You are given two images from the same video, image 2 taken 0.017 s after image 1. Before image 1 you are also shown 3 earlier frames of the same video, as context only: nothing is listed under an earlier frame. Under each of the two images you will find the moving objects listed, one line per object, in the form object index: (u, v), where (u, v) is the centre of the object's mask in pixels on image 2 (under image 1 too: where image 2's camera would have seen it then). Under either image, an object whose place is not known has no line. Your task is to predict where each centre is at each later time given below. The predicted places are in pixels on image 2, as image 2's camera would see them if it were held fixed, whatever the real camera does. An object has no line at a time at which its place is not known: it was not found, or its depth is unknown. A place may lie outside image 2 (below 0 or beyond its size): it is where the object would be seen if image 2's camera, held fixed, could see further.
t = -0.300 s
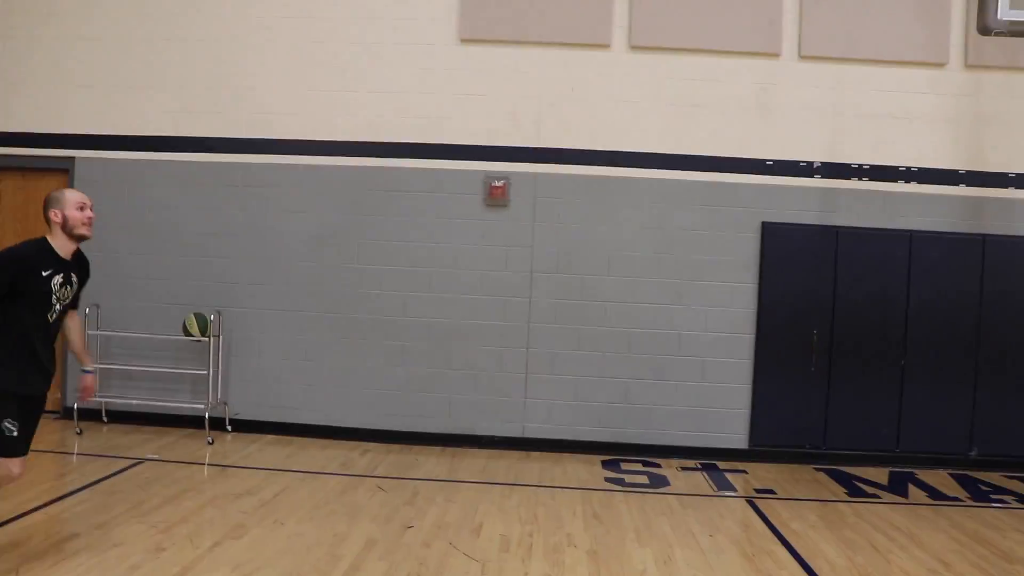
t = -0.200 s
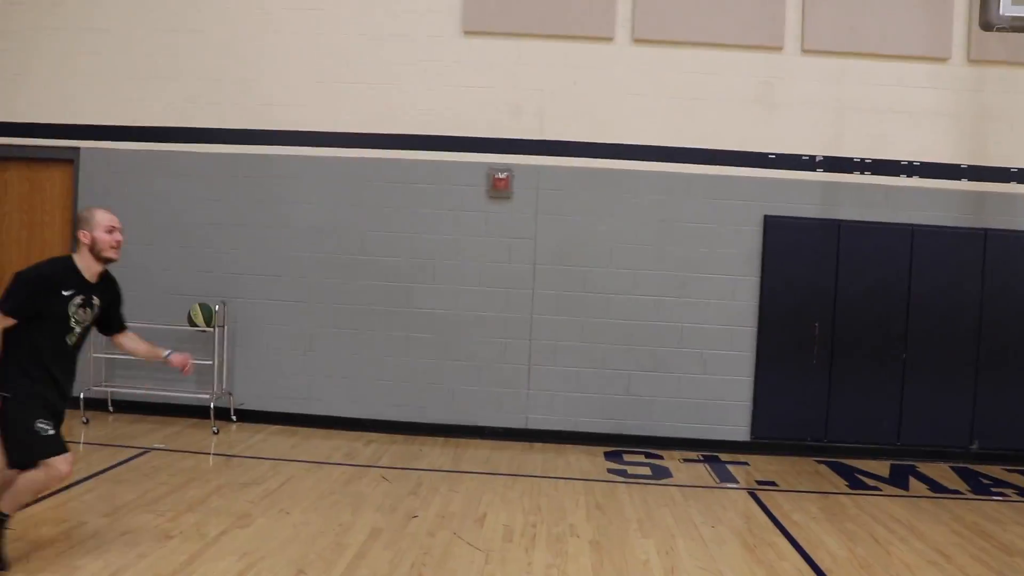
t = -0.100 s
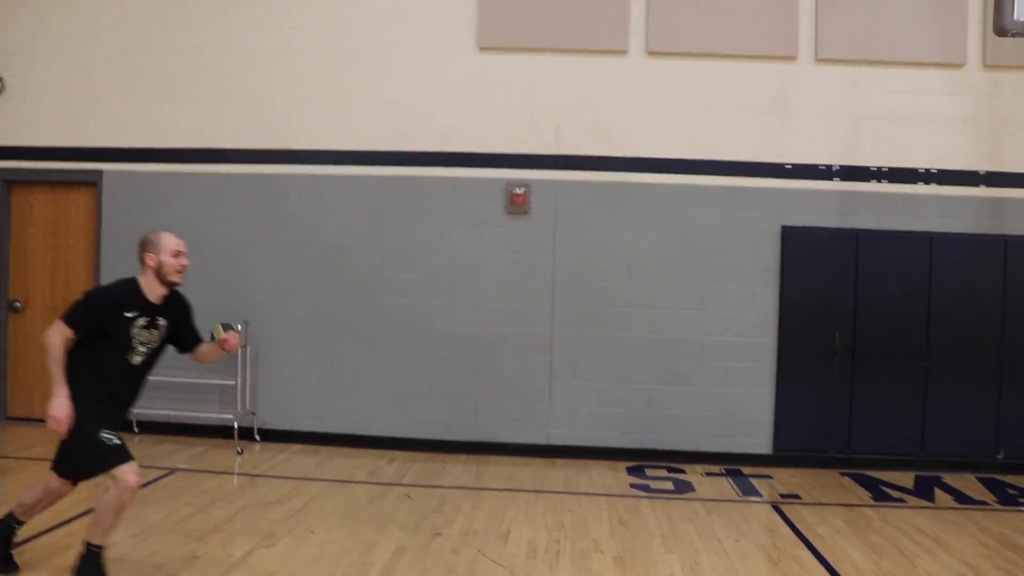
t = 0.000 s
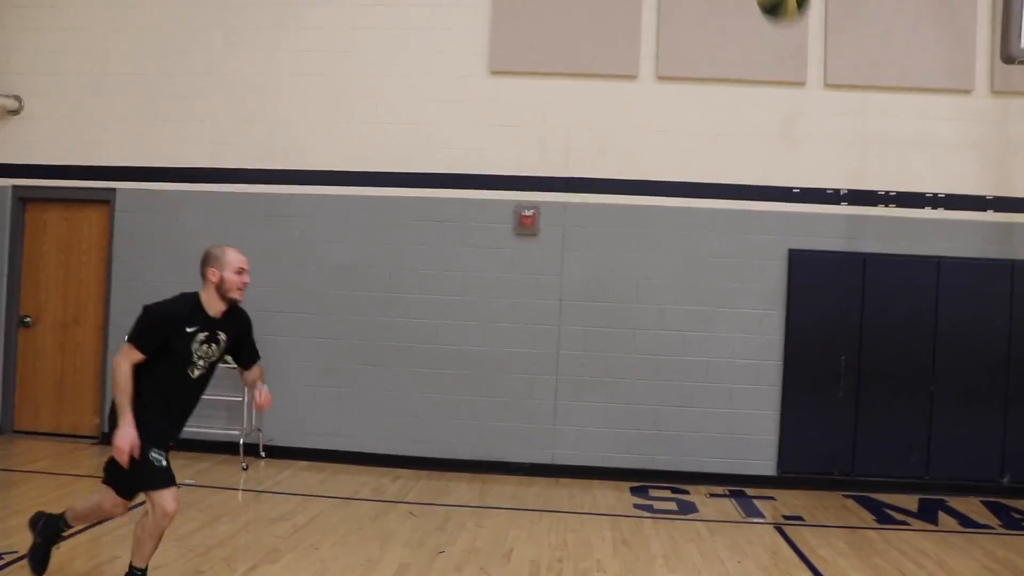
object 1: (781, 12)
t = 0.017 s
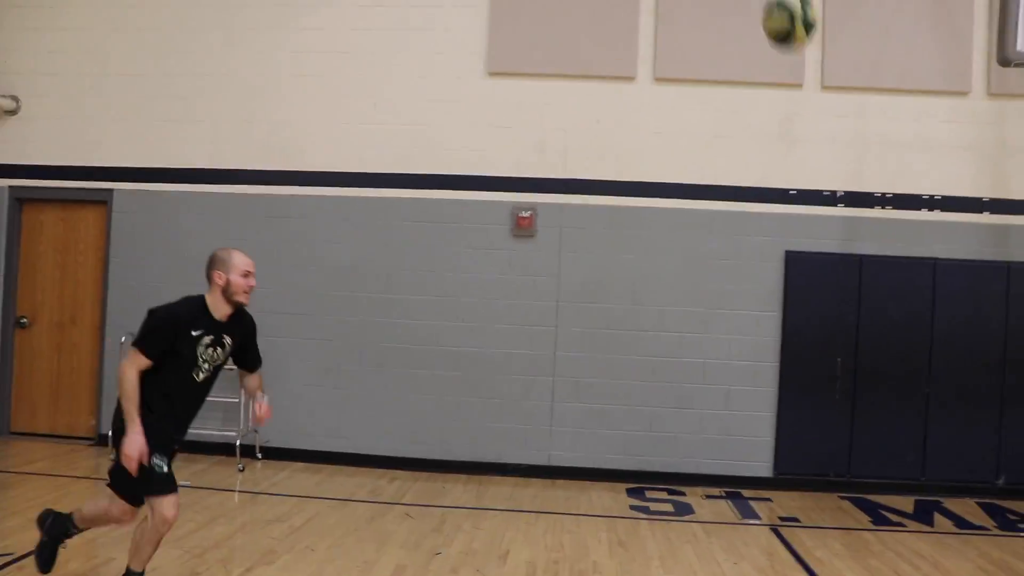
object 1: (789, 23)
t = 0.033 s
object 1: (798, 43)
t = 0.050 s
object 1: (807, 67)
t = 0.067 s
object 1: (816, 93)
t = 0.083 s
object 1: (824, 120)
